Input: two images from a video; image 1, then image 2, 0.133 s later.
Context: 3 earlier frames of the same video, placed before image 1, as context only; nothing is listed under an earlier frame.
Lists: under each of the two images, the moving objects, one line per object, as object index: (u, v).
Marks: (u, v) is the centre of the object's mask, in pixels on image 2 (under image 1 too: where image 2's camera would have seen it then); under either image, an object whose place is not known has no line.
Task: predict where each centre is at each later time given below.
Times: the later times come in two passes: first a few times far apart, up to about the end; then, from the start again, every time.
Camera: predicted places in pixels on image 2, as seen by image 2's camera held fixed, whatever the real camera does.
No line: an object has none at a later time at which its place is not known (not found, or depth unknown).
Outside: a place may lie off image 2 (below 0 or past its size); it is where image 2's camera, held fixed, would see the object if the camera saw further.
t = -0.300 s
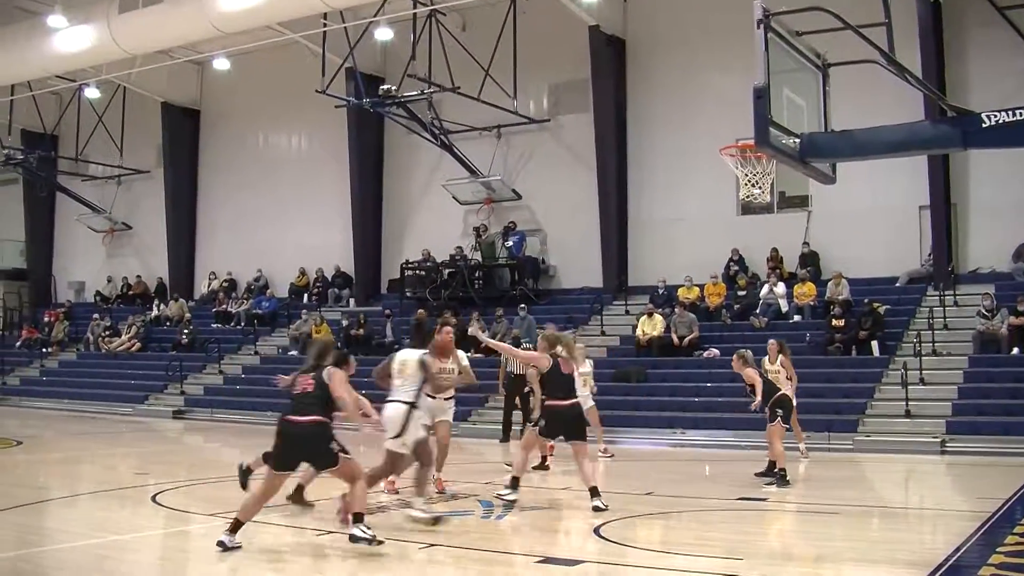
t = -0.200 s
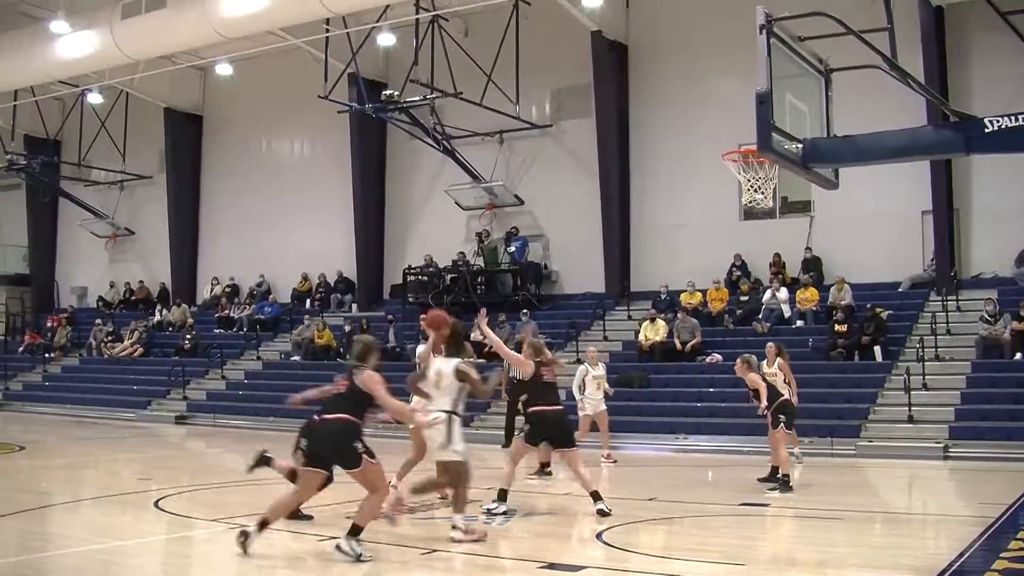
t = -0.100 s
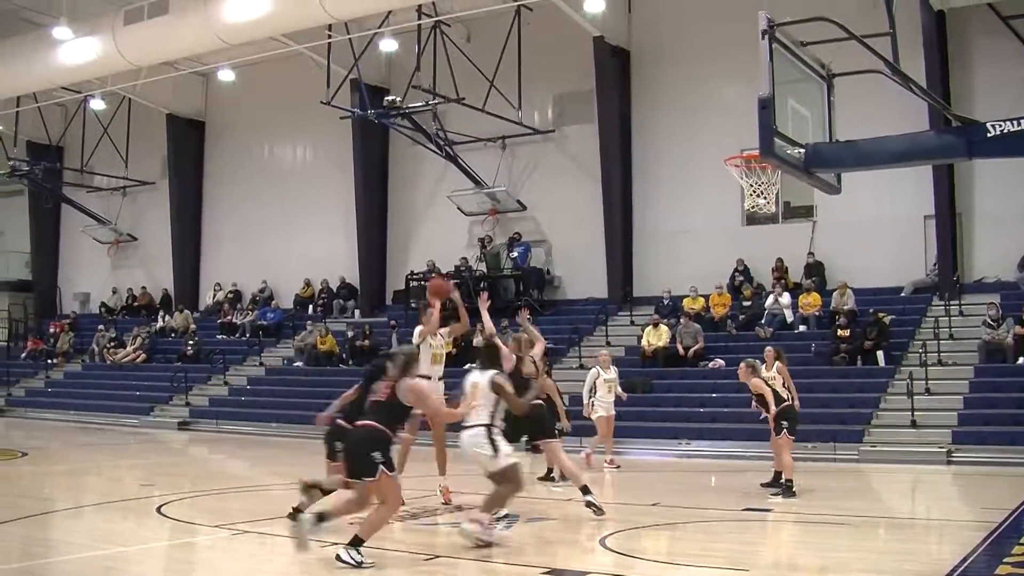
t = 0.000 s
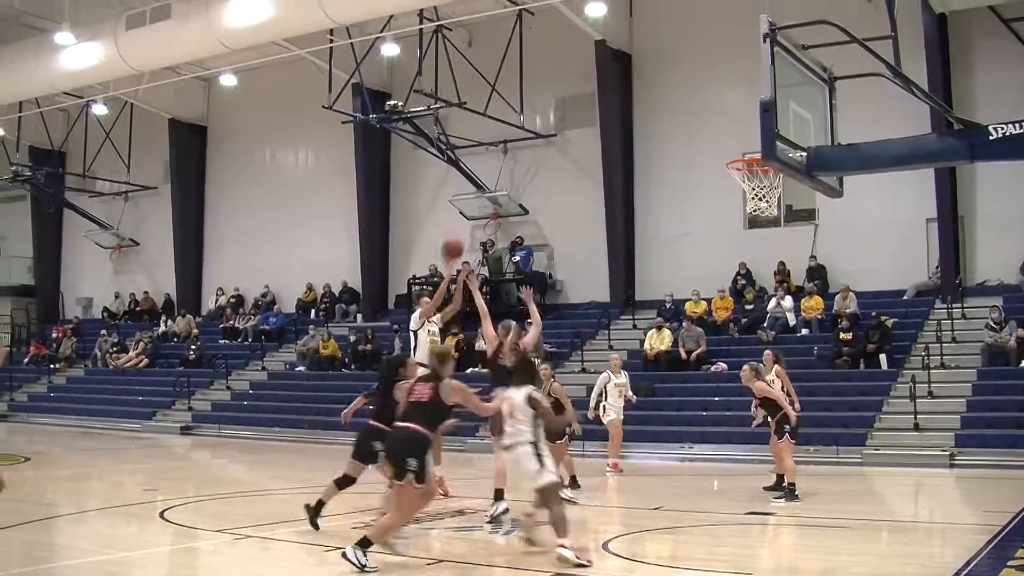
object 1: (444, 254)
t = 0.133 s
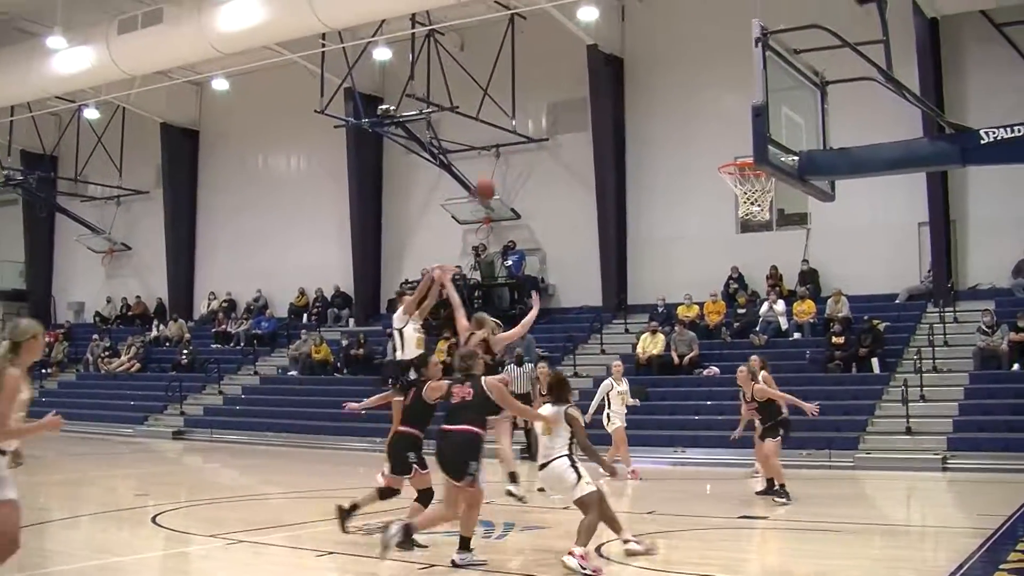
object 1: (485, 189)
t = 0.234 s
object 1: (514, 154)
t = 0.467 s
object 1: (591, 103)
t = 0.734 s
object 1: (687, 112)
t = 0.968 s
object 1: (755, 171)
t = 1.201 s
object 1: (726, 201)
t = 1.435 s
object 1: (754, 229)
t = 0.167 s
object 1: (494, 177)
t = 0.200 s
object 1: (504, 164)
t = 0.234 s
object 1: (514, 154)
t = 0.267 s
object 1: (525, 142)
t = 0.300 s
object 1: (536, 134)
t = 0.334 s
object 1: (546, 125)
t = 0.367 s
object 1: (557, 118)
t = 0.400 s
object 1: (568, 111)
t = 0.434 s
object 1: (579, 107)
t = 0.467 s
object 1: (591, 103)
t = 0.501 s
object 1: (602, 100)
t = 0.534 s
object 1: (613, 98)
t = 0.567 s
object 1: (625, 97)
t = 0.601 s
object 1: (637, 97)
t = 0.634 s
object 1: (649, 100)
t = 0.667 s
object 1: (662, 103)
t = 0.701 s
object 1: (674, 107)
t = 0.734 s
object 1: (687, 112)
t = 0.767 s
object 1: (700, 119)
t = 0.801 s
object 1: (713, 126)
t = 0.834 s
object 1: (726, 136)
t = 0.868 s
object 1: (739, 148)
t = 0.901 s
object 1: (750, 161)
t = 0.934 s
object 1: (754, 170)
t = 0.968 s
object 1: (755, 171)
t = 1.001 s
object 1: (754, 172)
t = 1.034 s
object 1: (739, 177)
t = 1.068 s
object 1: (727, 178)
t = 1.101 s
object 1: (723, 179)
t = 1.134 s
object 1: (724, 178)
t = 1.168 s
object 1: (720, 180)
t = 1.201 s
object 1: (726, 201)
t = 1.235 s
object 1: (729, 203)
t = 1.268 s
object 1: (736, 204)
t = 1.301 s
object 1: (738, 206)
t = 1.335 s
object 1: (742, 209)
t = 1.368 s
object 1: (745, 214)
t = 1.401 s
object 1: (749, 221)
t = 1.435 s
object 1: (754, 229)
